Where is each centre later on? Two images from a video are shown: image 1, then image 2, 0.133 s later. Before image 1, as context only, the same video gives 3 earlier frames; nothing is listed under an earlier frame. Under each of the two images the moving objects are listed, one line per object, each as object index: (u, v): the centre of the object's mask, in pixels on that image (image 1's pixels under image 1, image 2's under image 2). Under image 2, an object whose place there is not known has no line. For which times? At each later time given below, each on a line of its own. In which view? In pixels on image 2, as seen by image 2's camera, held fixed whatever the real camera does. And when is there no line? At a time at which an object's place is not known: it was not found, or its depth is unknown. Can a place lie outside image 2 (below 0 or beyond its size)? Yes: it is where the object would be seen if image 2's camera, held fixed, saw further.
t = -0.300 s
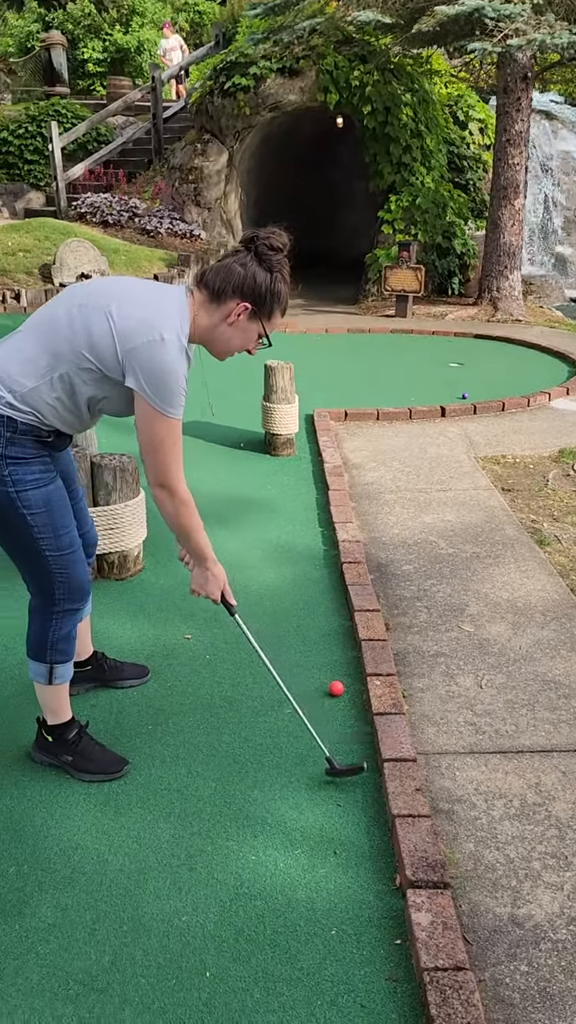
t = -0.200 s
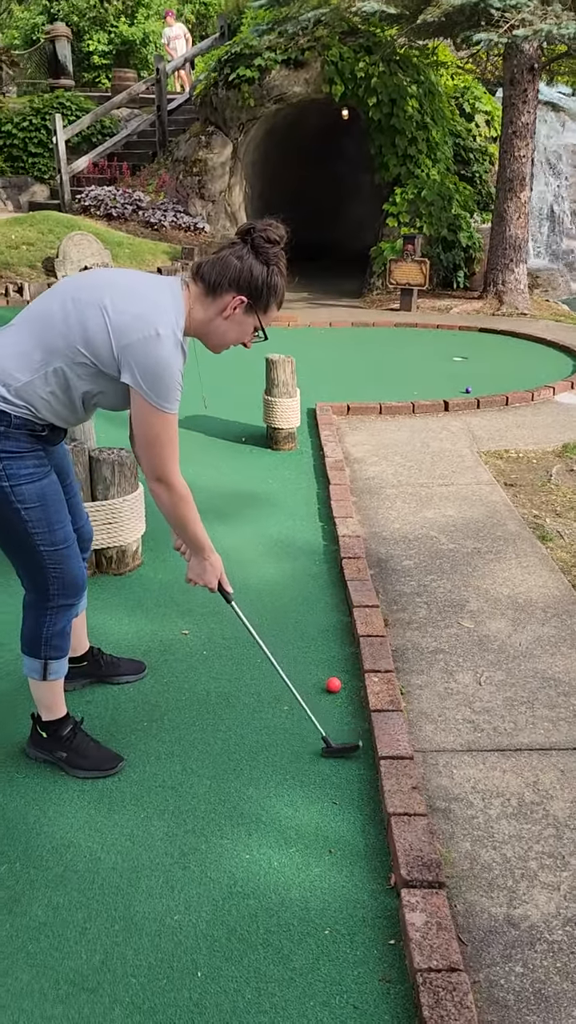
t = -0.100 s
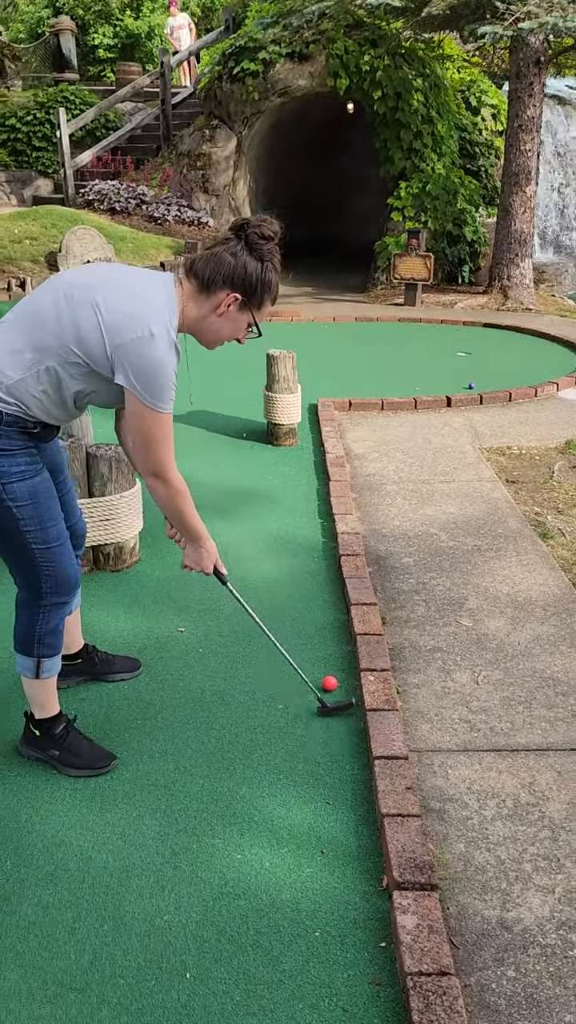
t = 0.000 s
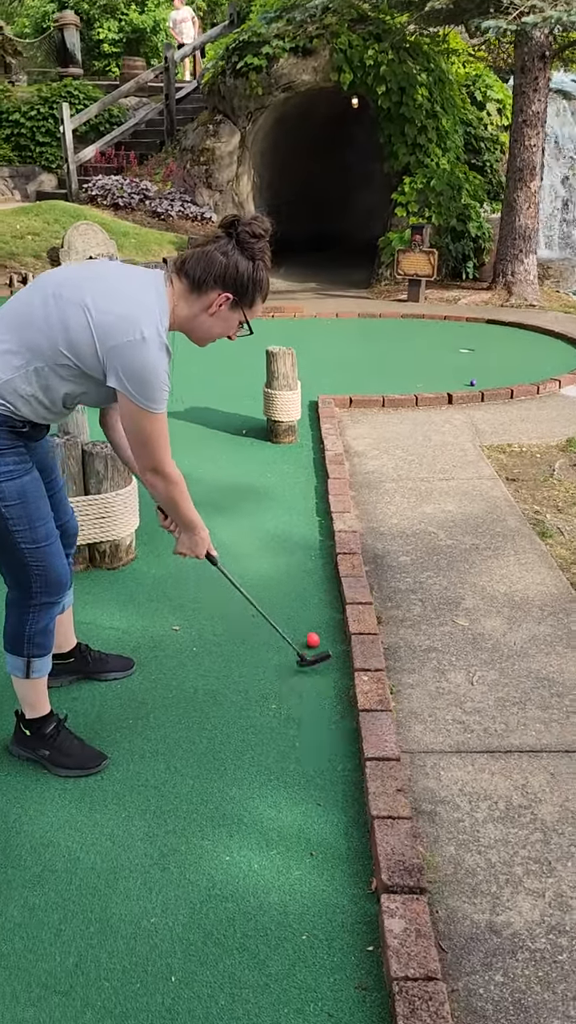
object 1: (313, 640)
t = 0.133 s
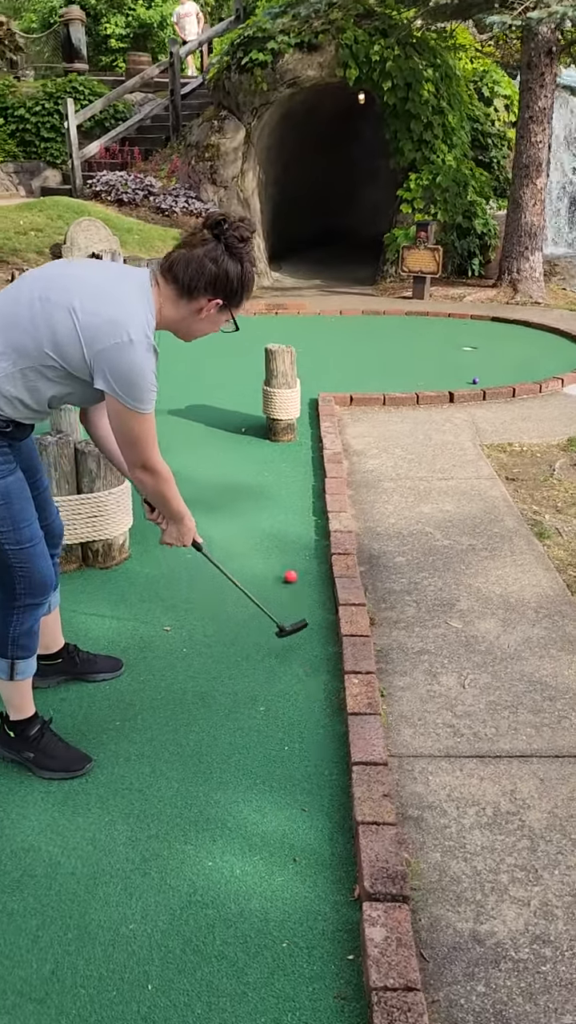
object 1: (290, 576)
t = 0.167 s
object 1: (287, 564)
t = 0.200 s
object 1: (285, 553)
